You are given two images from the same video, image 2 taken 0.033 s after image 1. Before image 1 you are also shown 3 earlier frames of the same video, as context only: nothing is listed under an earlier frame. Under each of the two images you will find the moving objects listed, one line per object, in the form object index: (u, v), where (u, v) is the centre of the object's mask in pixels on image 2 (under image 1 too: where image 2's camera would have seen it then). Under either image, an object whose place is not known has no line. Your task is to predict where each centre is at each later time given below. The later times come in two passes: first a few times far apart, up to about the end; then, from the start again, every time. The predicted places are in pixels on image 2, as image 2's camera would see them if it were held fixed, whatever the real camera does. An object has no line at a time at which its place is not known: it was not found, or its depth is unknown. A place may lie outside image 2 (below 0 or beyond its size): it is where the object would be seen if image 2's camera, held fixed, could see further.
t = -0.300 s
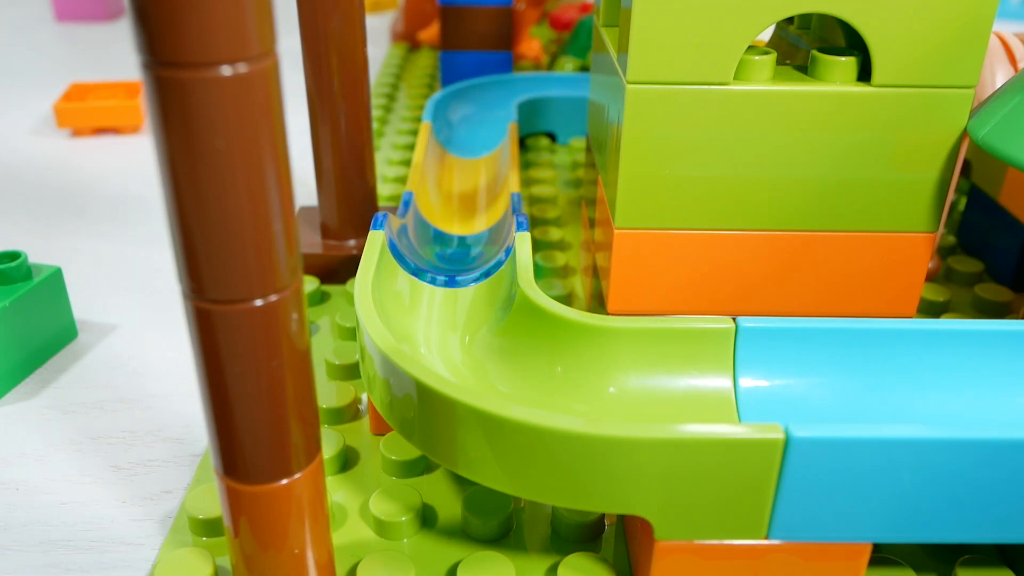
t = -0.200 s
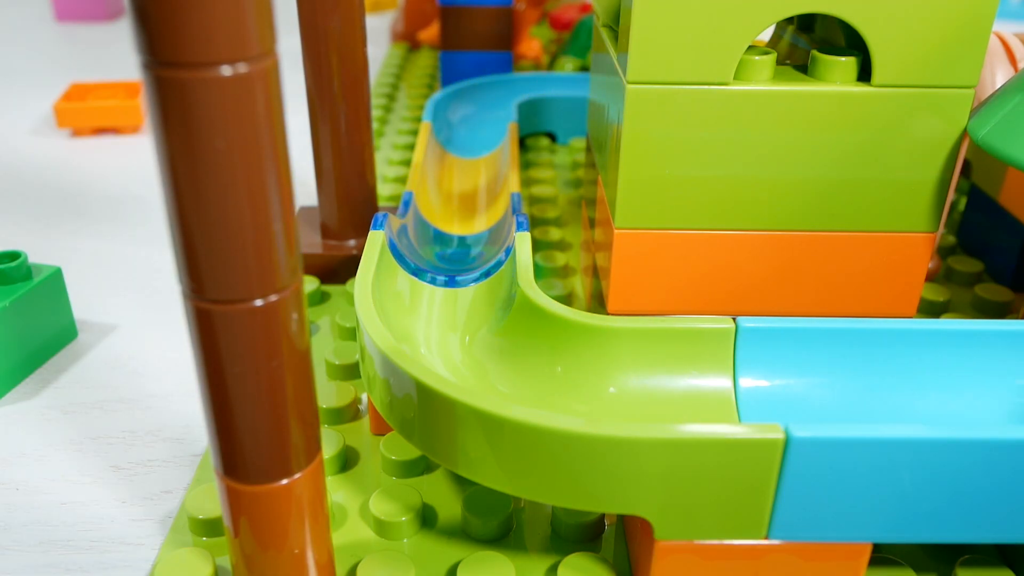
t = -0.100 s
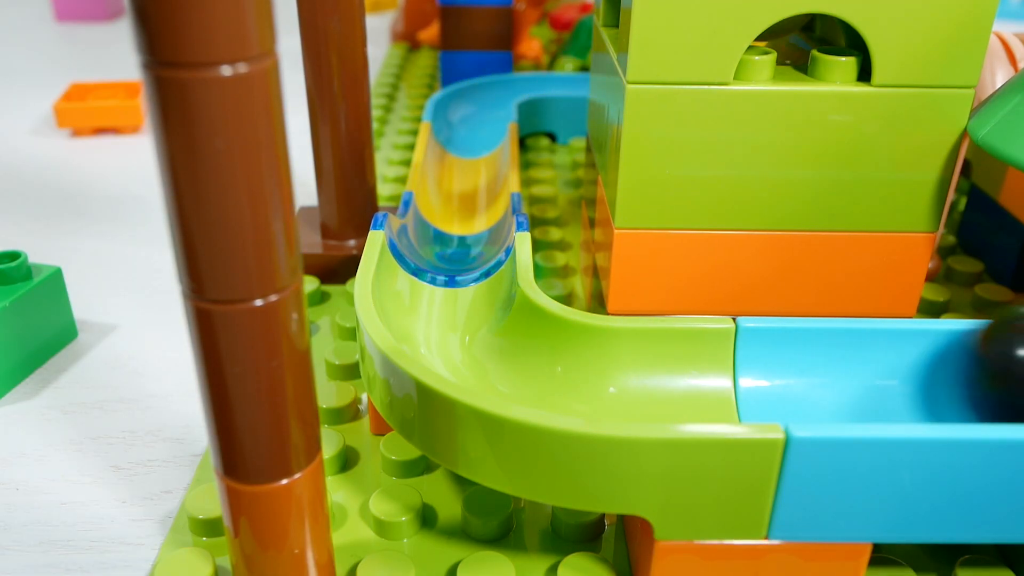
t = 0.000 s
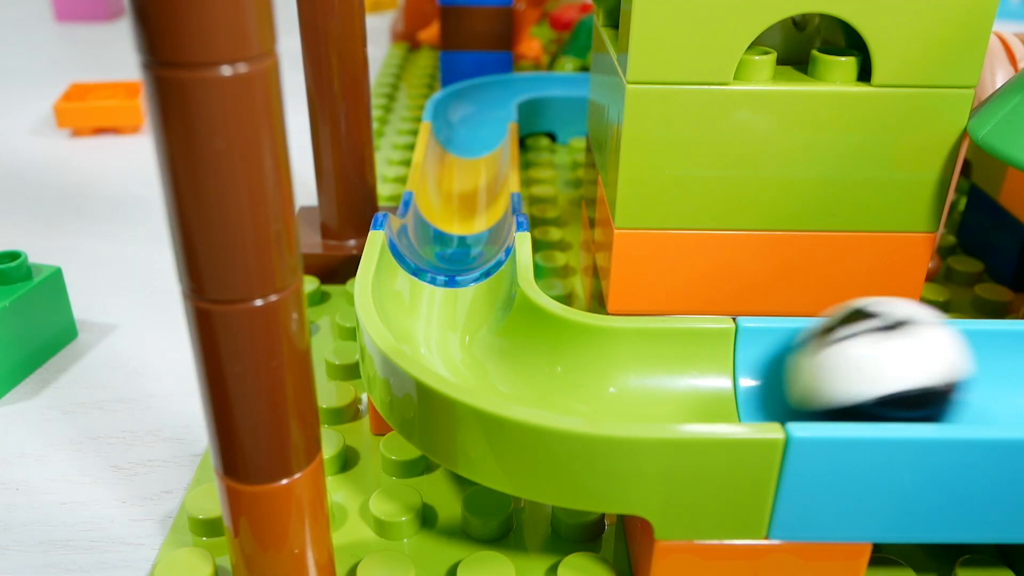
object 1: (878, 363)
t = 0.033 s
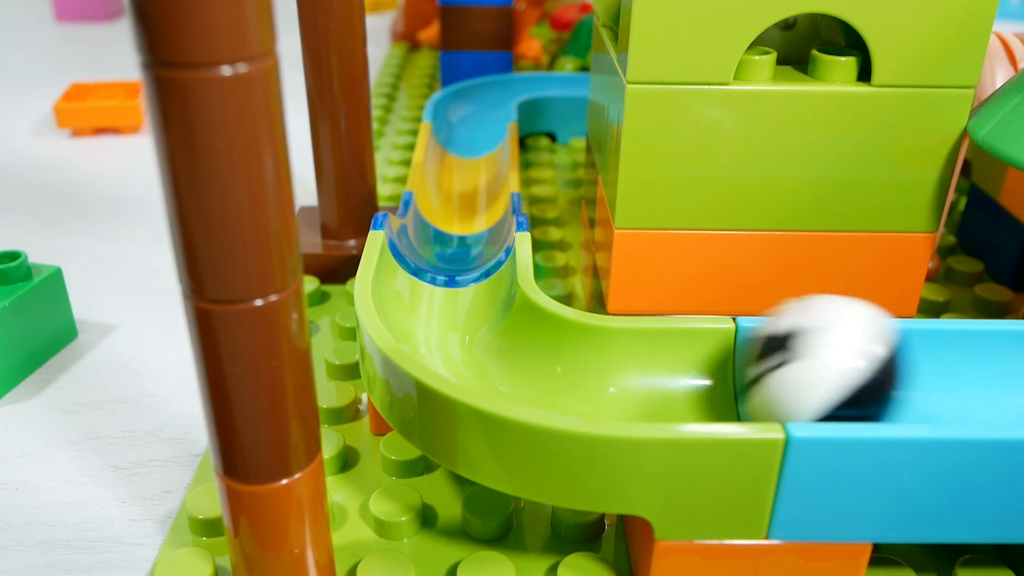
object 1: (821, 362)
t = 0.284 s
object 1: (466, 314)
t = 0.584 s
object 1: (460, 207)
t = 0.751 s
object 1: (468, 132)
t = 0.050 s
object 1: (794, 361)
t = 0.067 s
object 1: (765, 361)
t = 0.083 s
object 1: (733, 364)
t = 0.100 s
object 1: (707, 364)
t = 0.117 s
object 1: (682, 365)
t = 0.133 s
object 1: (668, 363)
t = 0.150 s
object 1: (641, 365)
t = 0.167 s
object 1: (615, 364)
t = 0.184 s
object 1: (589, 360)
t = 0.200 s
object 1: (564, 354)
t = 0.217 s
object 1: (538, 348)
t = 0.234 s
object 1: (516, 342)
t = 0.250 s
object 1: (497, 334)
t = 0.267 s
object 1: (480, 324)
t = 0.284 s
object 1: (466, 314)
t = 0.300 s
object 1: (456, 303)
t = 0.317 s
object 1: (449, 297)
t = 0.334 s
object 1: (443, 287)
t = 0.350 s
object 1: (443, 280)
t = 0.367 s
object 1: (448, 269)
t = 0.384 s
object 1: (447, 264)
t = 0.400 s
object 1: (447, 256)
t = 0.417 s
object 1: (449, 248)
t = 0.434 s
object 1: (448, 241)
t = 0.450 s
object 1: (449, 234)
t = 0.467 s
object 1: (450, 228)
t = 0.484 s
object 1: (451, 219)
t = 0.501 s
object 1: (452, 215)
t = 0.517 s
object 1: (453, 214)
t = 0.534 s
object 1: (453, 213)
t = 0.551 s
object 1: (453, 214)
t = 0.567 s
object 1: (456, 211)
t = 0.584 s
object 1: (460, 207)
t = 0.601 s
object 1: (464, 201)
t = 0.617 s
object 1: (465, 193)
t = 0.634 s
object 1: (467, 183)
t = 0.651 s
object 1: (470, 174)
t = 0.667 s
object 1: (466, 166)
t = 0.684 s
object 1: (464, 156)
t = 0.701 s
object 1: (468, 148)
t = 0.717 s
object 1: (469, 143)
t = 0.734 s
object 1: (467, 136)
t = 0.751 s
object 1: (468, 132)
